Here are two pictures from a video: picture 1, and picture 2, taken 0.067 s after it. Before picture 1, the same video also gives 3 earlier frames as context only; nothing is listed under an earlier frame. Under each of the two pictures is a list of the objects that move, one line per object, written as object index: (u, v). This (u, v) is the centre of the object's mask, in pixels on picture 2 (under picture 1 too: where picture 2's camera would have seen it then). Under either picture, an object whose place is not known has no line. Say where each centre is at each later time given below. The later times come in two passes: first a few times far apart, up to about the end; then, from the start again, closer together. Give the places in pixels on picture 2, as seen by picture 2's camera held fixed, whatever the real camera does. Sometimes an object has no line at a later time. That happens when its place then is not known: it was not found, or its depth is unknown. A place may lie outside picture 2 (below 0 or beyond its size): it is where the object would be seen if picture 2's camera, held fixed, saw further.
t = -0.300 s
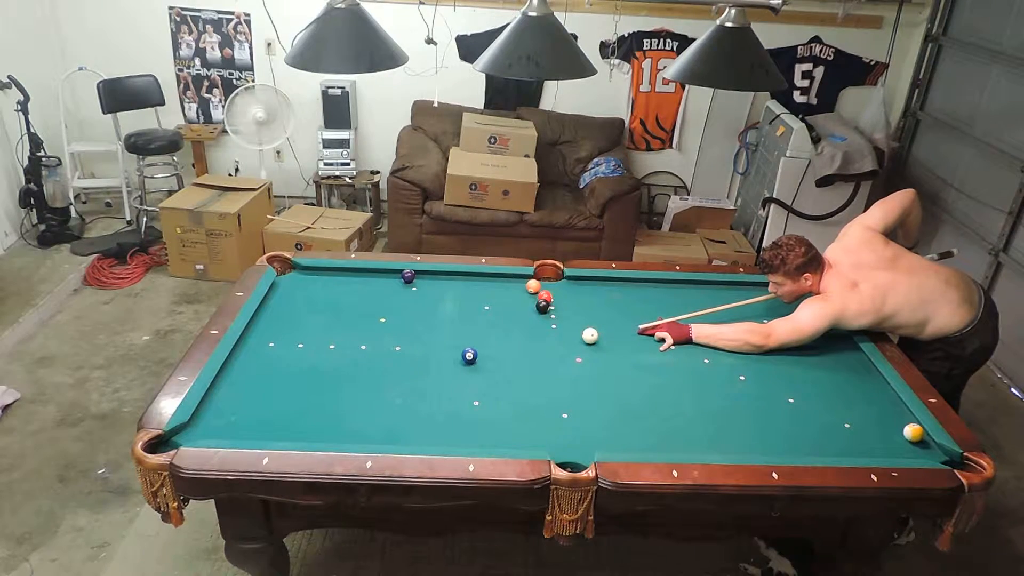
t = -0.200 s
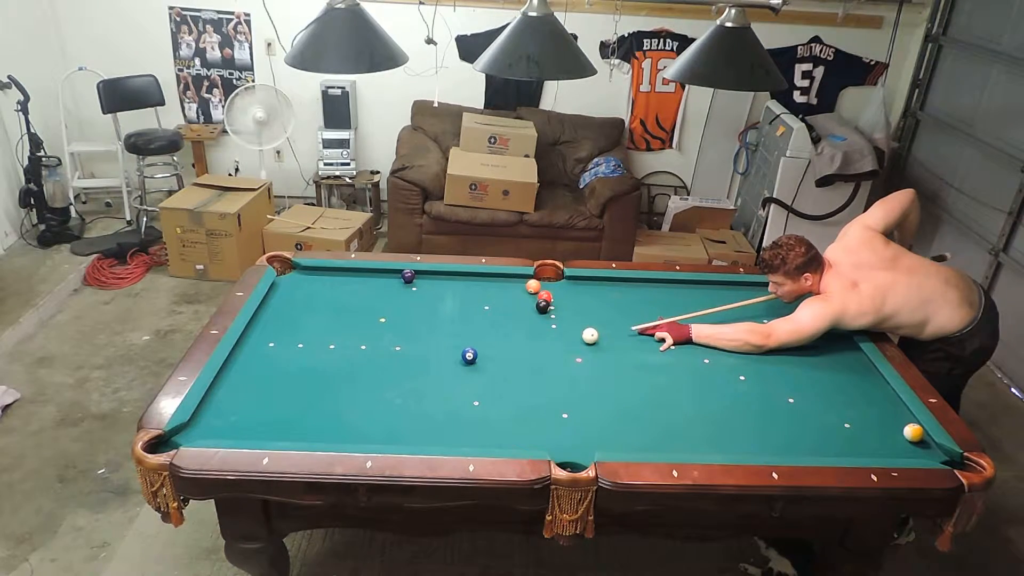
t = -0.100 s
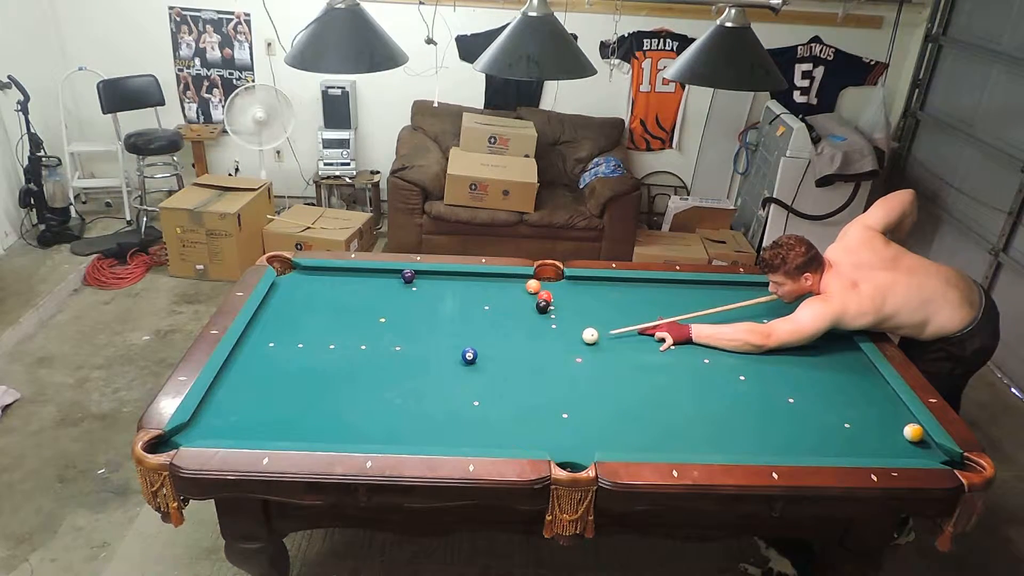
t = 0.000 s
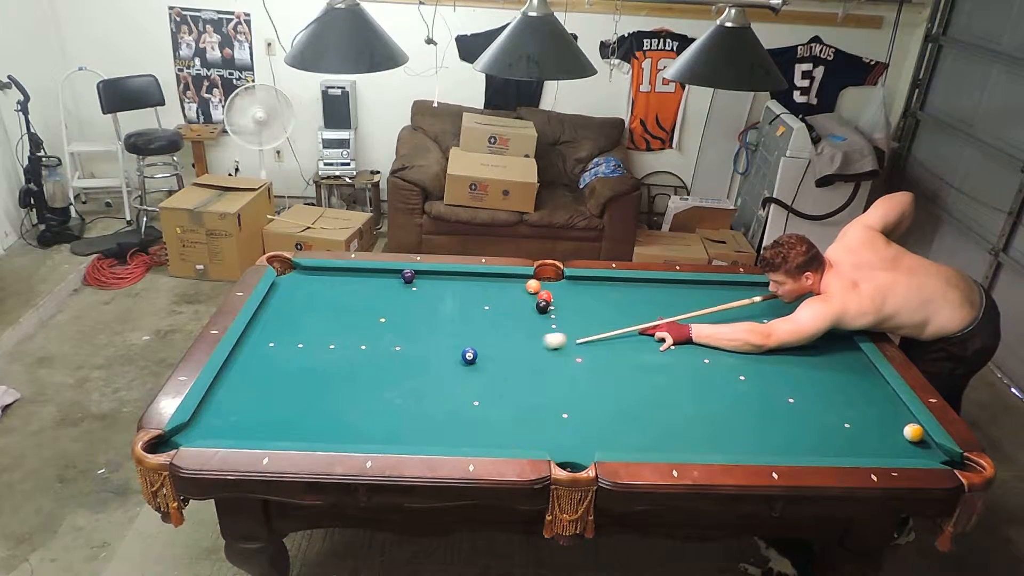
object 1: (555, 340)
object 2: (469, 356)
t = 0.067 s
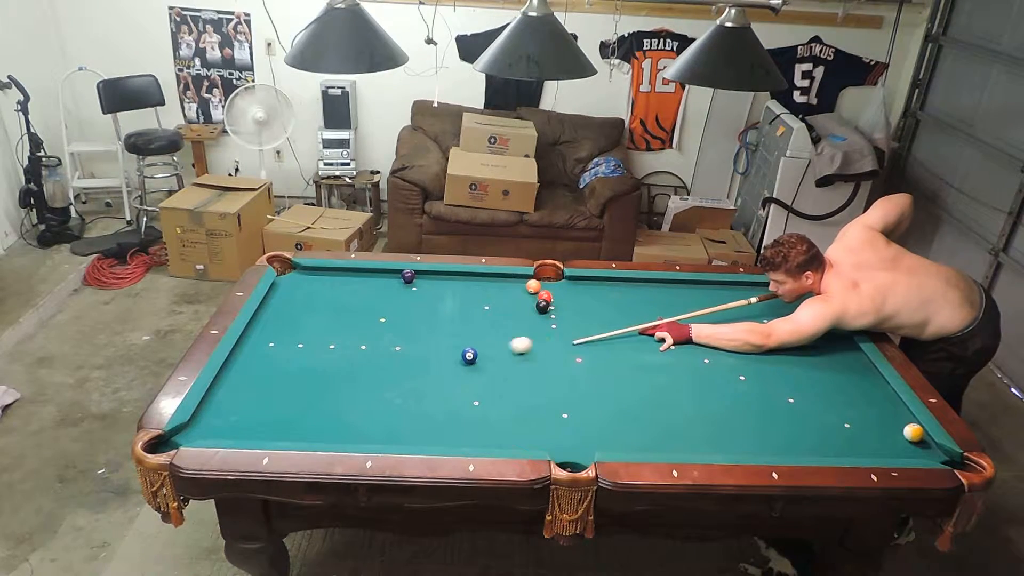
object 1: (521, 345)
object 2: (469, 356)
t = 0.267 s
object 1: (478, 345)
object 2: (428, 368)
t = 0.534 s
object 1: (466, 335)
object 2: (354, 390)
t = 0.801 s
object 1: (457, 327)
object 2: (274, 413)
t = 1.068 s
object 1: (449, 319)
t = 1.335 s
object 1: (442, 313)
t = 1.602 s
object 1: (437, 307)
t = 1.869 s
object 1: (433, 303)
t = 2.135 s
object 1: (430, 299)
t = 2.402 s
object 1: (428, 296)
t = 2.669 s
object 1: (426, 294)
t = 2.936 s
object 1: (425, 292)
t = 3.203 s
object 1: (424, 291)
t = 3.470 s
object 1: (424, 291)
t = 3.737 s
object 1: (424, 291)
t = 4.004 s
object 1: (424, 291)
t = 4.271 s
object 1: (424, 291)
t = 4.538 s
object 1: (424, 291)
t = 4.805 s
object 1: (424, 291)
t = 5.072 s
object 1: (424, 291)
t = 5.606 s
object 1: (424, 291)
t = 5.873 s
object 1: (424, 291)
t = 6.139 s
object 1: (424, 291)
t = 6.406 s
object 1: (424, 291)
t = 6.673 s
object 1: (424, 291)
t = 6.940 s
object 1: (424, 291)
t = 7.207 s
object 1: (424, 291)
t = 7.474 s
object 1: (424, 291)
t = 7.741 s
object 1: (424, 291)
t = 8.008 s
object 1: (424, 291)
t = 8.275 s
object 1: (424, 291)
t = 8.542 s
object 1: (424, 291)
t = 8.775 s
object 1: (424, 291)
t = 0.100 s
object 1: (504, 347)
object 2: (469, 356)
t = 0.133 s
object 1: (489, 349)
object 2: (469, 356)
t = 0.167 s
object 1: (482, 349)
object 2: (460, 359)
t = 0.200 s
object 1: (481, 348)
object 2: (449, 362)
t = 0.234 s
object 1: (479, 346)
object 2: (438, 366)
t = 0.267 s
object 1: (478, 345)
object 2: (428, 368)
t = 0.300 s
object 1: (476, 344)
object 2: (419, 371)
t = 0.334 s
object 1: (475, 342)
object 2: (410, 374)
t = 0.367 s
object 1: (473, 341)
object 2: (401, 377)
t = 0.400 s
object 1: (471, 340)
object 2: (391, 379)
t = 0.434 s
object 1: (470, 339)
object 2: (382, 382)
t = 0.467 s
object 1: (469, 338)
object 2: (373, 385)
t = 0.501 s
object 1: (468, 336)
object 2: (363, 387)
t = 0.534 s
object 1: (466, 335)
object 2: (354, 390)
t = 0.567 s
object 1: (465, 334)
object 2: (344, 393)
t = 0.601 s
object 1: (464, 333)
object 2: (334, 395)
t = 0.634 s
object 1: (463, 332)
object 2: (325, 398)
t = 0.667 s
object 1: (461, 331)
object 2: (315, 402)
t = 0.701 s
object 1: (460, 330)
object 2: (305, 404)
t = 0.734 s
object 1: (459, 329)
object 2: (295, 407)
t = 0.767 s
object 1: (458, 328)
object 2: (284, 410)
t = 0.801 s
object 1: (457, 327)
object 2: (274, 413)
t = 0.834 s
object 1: (456, 326)
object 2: (264, 416)
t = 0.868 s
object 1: (455, 325)
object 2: (253, 419)
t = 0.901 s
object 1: (454, 324)
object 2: (243, 422)
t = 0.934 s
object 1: (453, 323)
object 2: (232, 426)
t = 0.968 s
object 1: (452, 322)
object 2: (222, 428)
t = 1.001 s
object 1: (451, 321)
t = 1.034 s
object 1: (450, 320)
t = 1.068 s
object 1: (449, 319)
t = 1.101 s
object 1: (448, 318)
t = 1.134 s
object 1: (447, 318)
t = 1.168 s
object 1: (446, 317)
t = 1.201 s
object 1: (445, 316)
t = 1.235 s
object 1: (444, 315)
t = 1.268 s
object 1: (444, 315)
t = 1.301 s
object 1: (443, 314)
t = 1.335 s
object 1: (442, 313)
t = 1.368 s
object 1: (441, 312)
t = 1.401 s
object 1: (441, 312)
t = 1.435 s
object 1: (440, 311)
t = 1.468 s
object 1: (439, 310)
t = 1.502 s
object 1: (439, 309)
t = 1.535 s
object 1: (438, 309)
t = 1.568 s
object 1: (438, 308)
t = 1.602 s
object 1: (437, 307)
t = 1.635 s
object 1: (437, 307)
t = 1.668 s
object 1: (436, 306)
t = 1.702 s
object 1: (436, 306)
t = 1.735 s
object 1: (435, 305)
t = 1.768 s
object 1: (435, 304)
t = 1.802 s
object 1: (434, 304)
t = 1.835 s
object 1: (434, 303)
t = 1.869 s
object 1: (433, 303)
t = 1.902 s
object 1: (433, 302)
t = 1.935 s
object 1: (433, 302)
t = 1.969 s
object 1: (432, 301)
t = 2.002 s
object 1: (432, 301)
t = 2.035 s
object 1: (431, 300)
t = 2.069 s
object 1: (431, 300)
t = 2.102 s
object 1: (431, 299)
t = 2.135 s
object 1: (430, 299)
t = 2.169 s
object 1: (430, 299)
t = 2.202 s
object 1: (430, 298)
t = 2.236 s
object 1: (429, 298)
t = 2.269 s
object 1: (429, 298)
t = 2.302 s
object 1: (429, 297)
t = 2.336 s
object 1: (428, 297)
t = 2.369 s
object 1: (428, 296)
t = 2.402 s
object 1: (428, 296)
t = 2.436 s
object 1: (428, 296)
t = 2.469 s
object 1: (427, 295)
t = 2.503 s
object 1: (427, 295)
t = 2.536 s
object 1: (427, 295)
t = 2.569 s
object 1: (426, 294)
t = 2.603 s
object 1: (426, 294)
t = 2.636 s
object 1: (426, 294)
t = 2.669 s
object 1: (426, 294)
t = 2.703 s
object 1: (426, 293)
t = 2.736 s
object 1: (425, 293)
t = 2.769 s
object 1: (425, 293)
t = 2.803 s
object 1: (425, 293)
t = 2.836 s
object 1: (425, 293)
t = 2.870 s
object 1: (425, 292)
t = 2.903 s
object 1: (425, 292)
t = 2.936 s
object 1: (425, 292)
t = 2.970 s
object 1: (425, 292)
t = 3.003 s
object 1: (424, 292)
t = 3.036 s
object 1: (424, 292)
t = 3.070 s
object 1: (424, 291)
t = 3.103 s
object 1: (424, 291)
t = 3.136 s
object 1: (424, 291)
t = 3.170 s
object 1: (424, 291)
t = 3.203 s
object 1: (424, 291)
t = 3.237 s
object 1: (424, 291)
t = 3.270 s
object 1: (424, 291)
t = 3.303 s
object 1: (424, 291)
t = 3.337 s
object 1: (424, 291)
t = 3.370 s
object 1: (424, 291)
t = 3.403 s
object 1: (424, 291)
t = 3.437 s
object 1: (424, 291)
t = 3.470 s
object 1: (424, 291)
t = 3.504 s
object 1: (424, 291)
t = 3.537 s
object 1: (424, 291)
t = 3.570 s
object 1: (424, 291)
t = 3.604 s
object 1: (424, 291)
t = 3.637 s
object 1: (424, 291)
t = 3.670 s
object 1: (424, 291)
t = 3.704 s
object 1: (424, 291)
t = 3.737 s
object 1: (424, 291)
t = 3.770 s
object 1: (424, 291)
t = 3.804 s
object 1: (424, 291)
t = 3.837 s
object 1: (424, 291)
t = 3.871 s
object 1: (424, 291)
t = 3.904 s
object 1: (424, 291)
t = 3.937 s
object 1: (424, 291)
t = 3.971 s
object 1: (424, 291)
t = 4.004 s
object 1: (424, 291)
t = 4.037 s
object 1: (424, 291)
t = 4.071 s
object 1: (424, 291)
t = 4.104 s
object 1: (424, 291)
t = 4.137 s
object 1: (424, 291)
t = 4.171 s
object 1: (424, 291)
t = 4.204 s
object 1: (424, 291)
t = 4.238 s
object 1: (424, 291)
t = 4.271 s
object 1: (424, 291)
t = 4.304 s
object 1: (424, 291)
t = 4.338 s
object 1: (424, 291)
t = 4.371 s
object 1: (424, 291)
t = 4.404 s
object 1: (424, 291)
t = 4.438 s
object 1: (424, 291)
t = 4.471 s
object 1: (424, 291)
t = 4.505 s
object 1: (424, 291)
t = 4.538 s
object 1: (424, 291)
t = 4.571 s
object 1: (424, 291)
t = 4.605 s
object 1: (424, 291)
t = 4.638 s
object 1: (424, 291)
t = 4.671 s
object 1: (424, 291)
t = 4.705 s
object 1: (424, 291)
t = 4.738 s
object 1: (424, 291)
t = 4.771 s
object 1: (424, 291)
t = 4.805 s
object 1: (424, 291)
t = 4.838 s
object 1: (424, 291)
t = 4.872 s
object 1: (424, 291)
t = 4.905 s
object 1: (424, 291)
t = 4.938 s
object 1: (424, 291)
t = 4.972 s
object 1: (424, 291)
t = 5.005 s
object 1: (424, 291)
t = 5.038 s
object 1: (424, 291)
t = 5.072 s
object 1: (424, 291)
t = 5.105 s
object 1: (424, 291)
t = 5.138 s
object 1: (424, 291)
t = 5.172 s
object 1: (424, 291)
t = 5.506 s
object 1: (424, 291)
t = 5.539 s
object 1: (424, 291)
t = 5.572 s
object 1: (424, 291)
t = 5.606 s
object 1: (424, 291)
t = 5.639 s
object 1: (424, 291)
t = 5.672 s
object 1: (424, 291)
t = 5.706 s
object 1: (424, 291)
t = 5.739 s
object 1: (424, 291)
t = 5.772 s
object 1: (424, 291)
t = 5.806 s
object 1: (424, 291)
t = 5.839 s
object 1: (424, 291)
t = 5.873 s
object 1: (424, 291)
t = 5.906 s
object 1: (424, 291)
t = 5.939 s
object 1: (424, 291)
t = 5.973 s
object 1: (424, 291)
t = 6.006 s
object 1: (424, 291)
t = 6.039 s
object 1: (424, 291)
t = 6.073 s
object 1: (424, 291)
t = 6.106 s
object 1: (424, 291)
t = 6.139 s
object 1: (424, 291)
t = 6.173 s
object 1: (424, 291)
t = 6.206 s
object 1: (424, 291)
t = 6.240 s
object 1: (424, 291)
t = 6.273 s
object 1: (424, 291)
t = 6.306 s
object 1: (424, 291)
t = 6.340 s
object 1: (424, 291)
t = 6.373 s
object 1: (424, 291)
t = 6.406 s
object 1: (424, 291)
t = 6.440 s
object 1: (424, 291)
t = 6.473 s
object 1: (424, 291)
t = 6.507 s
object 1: (424, 291)
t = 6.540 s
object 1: (424, 291)
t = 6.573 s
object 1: (424, 291)
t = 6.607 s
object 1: (424, 291)
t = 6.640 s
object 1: (424, 291)
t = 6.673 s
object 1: (424, 291)
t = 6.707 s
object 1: (424, 291)
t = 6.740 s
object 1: (424, 291)
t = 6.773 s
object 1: (424, 291)
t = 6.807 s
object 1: (424, 291)
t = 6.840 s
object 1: (424, 291)
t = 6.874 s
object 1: (424, 291)
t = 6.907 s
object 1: (424, 291)
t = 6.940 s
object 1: (424, 291)
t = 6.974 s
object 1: (424, 291)
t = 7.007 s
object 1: (424, 291)
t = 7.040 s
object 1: (424, 291)
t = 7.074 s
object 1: (424, 291)
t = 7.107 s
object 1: (424, 291)
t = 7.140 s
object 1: (424, 291)
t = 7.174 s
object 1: (424, 291)
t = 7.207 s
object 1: (424, 291)
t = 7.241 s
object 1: (424, 291)
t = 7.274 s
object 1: (424, 291)
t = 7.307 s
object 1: (424, 291)
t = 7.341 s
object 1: (424, 291)
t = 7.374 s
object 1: (424, 291)
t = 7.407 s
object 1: (424, 291)
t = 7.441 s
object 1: (424, 291)
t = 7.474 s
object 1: (424, 291)
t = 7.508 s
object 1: (424, 291)
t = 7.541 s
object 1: (424, 291)
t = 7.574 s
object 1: (424, 291)
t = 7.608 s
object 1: (424, 291)
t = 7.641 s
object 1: (424, 291)
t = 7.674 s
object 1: (424, 291)
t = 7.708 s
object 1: (424, 291)
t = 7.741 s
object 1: (424, 291)
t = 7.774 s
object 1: (424, 291)
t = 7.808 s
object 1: (424, 291)
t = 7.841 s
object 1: (424, 291)
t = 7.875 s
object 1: (424, 291)
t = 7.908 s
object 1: (424, 291)
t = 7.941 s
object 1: (424, 291)
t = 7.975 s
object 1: (424, 291)
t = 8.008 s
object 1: (424, 291)
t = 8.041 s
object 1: (424, 291)
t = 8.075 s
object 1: (424, 291)
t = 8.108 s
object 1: (424, 291)
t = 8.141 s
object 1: (424, 291)
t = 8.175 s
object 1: (424, 291)
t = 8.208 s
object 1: (424, 291)
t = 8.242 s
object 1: (424, 291)
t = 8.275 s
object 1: (424, 291)
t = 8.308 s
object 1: (424, 291)
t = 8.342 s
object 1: (424, 291)
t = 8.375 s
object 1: (424, 291)
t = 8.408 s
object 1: (424, 291)
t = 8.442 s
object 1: (424, 291)
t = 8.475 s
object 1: (424, 291)
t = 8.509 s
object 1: (424, 291)
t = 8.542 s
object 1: (424, 291)
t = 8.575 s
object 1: (424, 291)
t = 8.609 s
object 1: (424, 291)
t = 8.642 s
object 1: (424, 291)
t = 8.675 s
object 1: (424, 291)
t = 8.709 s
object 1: (424, 291)
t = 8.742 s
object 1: (424, 291)
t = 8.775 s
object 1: (424, 291)
